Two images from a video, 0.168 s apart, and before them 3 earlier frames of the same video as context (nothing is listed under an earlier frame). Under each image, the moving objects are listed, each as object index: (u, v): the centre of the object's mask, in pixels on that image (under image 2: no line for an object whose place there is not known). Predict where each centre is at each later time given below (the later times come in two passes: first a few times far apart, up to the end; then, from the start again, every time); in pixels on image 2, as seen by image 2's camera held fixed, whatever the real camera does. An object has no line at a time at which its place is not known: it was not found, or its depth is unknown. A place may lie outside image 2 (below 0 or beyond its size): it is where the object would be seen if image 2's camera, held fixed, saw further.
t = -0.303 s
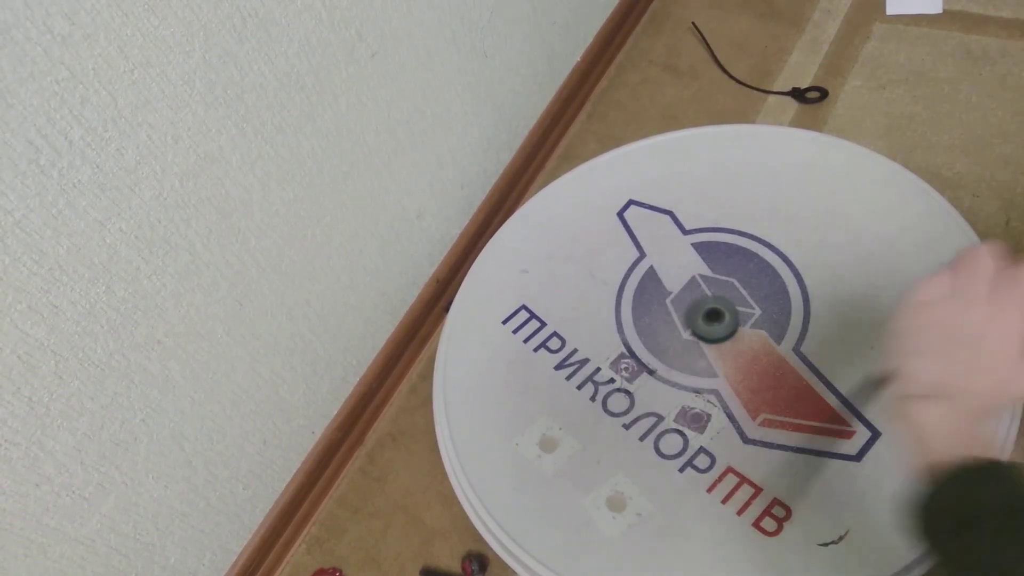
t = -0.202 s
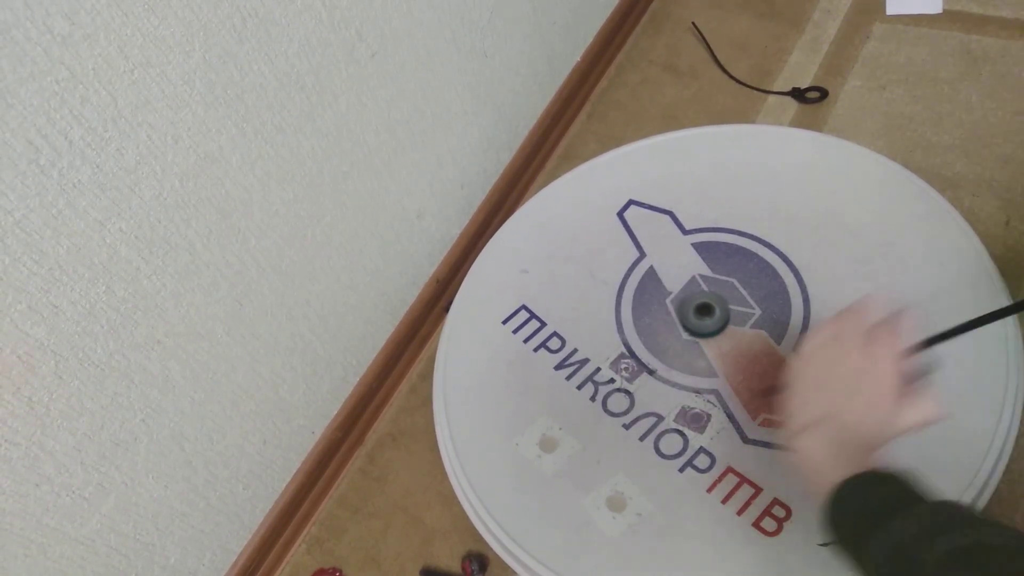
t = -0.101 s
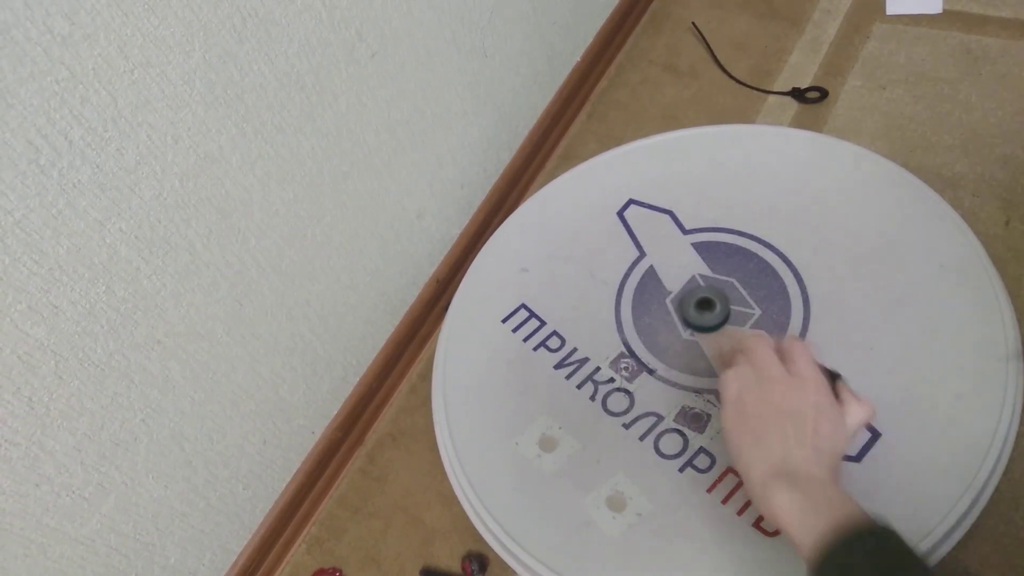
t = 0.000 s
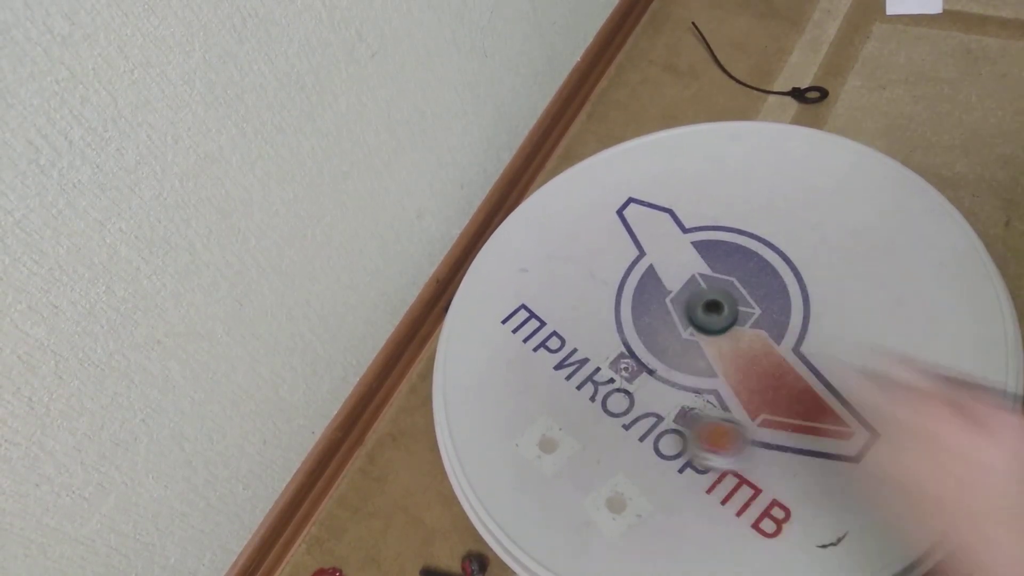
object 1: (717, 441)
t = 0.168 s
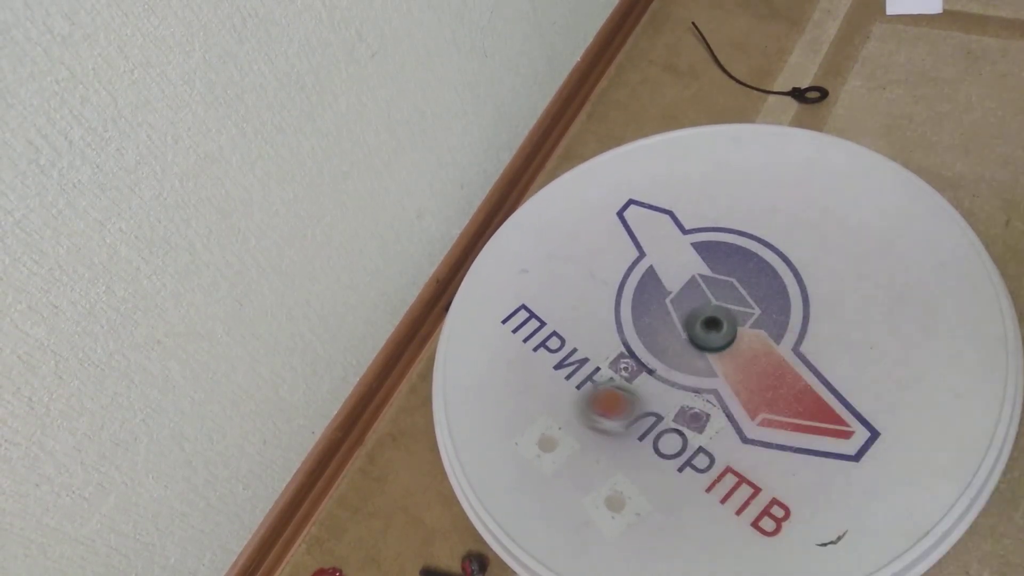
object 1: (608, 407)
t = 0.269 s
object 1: (558, 385)
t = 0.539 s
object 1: (507, 358)
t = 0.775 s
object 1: (542, 372)
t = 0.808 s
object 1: (551, 375)
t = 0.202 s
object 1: (590, 400)
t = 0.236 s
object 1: (574, 393)
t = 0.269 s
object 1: (558, 385)
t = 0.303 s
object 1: (545, 380)
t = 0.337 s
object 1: (534, 374)
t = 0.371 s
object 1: (525, 369)
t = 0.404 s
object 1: (517, 366)
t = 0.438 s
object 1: (512, 361)
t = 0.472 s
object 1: (508, 359)
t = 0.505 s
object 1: (507, 358)
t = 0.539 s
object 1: (507, 358)
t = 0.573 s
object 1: (508, 358)
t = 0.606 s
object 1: (512, 359)
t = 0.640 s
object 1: (516, 361)
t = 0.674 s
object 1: (522, 364)
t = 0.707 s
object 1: (528, 366)
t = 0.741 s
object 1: (535, 369)
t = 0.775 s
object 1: (542, 372)
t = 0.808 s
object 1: (551, 375)
